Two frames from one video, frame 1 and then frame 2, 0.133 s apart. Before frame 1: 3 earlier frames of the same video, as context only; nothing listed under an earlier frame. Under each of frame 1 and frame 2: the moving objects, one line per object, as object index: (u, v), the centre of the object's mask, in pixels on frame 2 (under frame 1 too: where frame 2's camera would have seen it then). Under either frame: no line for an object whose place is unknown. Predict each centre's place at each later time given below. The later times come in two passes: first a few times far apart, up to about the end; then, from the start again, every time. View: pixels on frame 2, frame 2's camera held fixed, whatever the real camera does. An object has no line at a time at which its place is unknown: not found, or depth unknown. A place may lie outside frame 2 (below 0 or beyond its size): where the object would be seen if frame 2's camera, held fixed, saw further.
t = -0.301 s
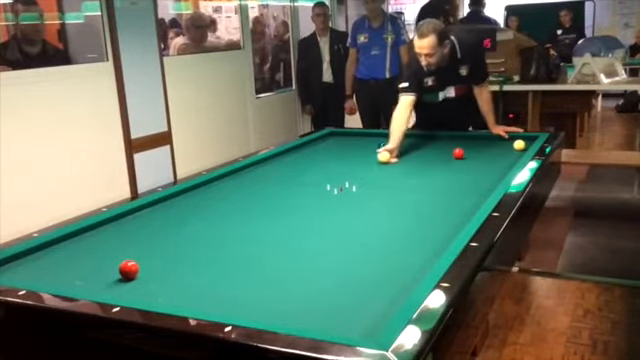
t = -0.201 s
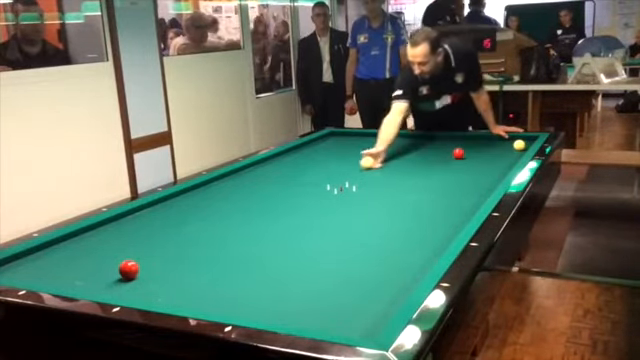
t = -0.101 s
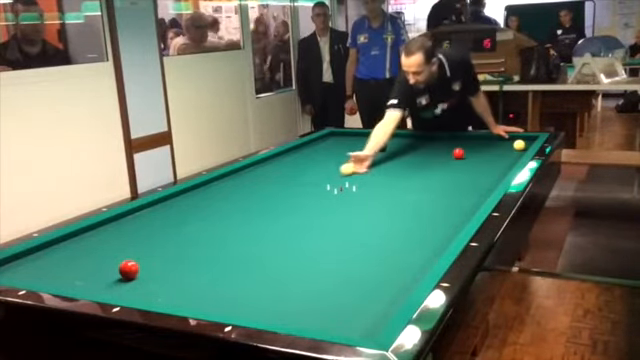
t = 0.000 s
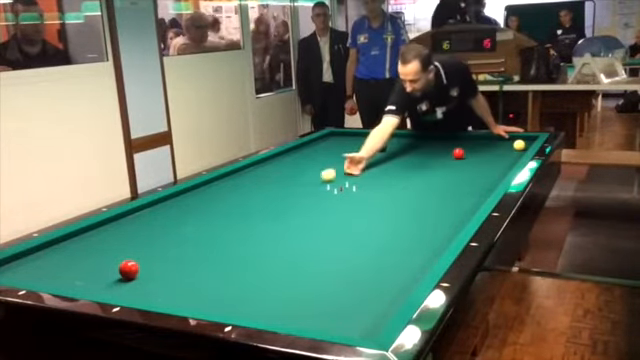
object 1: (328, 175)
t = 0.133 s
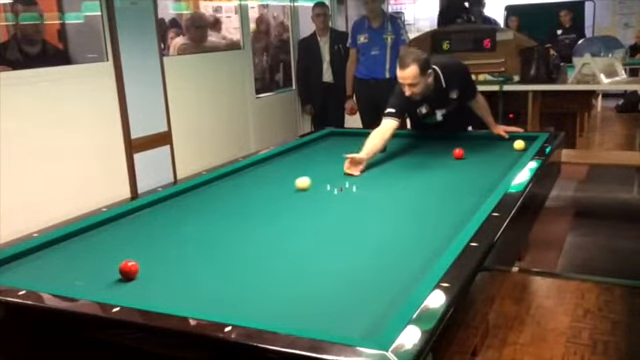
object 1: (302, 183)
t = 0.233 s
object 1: (283, 189)
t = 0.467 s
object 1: (235, 204)
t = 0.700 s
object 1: (178, 222)
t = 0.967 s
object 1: (99, 247)
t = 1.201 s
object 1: (17, 272)
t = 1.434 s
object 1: (42, 256)
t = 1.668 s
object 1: (68, 240)
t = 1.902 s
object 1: (92, 228)
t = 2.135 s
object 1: (120, 219)
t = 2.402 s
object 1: (149, 210)
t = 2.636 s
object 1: (173, 203)
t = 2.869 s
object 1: (193, 196)
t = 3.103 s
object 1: (213, 190)
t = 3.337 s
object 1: (230, 184)
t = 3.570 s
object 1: (247, 179)
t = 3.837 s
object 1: (264, 173)
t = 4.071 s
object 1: (278, 169)
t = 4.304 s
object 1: (290, 165)
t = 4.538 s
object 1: (302, 161)
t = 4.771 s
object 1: (314, 158)
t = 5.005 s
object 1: (324, 155)
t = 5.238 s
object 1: (334, 152)
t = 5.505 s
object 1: (344, 148)
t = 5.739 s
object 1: (353, 146)
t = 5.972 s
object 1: (361, 143)
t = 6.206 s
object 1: (368, 141)
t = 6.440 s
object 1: (375, 138)
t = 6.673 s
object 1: (382, 137)
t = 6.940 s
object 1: (389, 134)
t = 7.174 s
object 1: (390, 134)
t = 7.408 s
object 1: (390, 135)
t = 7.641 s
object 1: (390, 136)
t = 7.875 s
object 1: (389, 138)
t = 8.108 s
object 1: (389, 139)
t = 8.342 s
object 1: (389, 139)
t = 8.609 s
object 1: (388, 140)
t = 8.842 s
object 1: (388, 141)
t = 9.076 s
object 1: (388, 141)
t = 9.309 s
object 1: (388, 142)
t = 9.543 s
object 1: (388, 143)
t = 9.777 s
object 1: (388, 143)
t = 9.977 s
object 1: (388, 143)
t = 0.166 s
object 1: (296, 185)
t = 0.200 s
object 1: (290, 187)
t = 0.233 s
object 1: (283, 189)
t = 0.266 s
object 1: (277, 191)
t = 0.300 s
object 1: (270, 193)
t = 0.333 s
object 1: (263, 195)
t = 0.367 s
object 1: (257, 198)
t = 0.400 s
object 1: (250, 200)
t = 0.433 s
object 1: (243, 202)
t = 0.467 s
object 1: (235, 204)
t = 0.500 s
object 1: (227, 207)
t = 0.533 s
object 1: (219, 209)
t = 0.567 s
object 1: (212, 212)
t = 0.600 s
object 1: (203, 214)
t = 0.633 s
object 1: (195, 217)
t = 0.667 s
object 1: (187, 220)
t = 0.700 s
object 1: (178, 222)
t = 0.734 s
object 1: (168, 225)
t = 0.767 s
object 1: (160, 228)
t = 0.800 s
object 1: (150, 231)
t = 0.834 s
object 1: (140, 234)
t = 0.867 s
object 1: (130, 237)
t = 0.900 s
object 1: (120, 240)
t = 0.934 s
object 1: (110, 244)
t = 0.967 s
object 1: (99, 247)
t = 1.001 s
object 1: (88, 250)
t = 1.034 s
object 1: (77, 254)
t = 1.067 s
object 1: (66, 257)
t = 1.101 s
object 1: (53, 261)
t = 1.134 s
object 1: (42, 265)
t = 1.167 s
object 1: (29, 269)
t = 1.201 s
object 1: (17, 272)
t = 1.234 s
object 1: (8, 274)
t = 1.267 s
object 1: (12, 271)
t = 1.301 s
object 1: (19, 269)
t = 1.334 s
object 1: (26, 265)
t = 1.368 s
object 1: (32, 262)
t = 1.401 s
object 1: (38, 259)
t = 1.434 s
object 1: (42, 256)
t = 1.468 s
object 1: (47, 253)
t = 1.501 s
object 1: (51, 251)
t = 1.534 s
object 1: (55, 248)
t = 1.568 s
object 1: (59, 246)
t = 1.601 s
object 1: (62, 244)
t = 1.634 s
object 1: (65, 242)
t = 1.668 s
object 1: (68, 240)
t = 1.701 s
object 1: (71, 238)
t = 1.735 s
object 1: (74, 236)
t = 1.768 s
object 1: (77, 234)
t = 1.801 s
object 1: (80, 232)
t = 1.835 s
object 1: (83, 231)
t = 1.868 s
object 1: (87, 230)
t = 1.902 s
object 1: (92, 228)
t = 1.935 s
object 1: (96, 227)
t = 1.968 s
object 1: (100, 225)
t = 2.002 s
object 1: (104, 224)
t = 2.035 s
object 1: (108, 223)
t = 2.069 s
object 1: (112, 221)
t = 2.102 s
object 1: (116, 220)
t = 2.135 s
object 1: (120, 219)
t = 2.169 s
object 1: (124, 218)
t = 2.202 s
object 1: (128, 217)
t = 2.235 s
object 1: (132, 215)
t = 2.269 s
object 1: (135, 214)
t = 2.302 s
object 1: (139, 213)
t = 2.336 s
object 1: (142, 212)
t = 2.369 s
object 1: (146, 211)
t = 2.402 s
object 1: (149, 210)
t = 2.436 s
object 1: (153, 209)
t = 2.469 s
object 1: (156, 208)
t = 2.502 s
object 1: (160, 207)
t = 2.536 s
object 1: (163, 205)
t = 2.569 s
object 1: (166, 204)
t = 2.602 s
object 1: (169, 203)
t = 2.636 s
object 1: (173, 203)
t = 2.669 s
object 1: (176, 201)
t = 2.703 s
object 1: (179, 201)
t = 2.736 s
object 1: (182, 199)
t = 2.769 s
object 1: (185, 198)
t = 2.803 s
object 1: (188, 198)
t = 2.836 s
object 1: (191, 197)
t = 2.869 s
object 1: (193, 196)
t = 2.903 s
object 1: (196, 195)
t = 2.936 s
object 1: (199, 194)
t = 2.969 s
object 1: (202, 193)
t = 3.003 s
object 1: (205, 192)
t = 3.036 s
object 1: (208, 191)
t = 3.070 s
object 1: (210, 190)
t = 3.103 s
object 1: (213, 190)
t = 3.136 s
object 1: (216, 189)
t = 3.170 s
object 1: (218, 188)
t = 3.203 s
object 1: (221, 187)
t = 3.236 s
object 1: (223, 186)
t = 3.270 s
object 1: (225, 185)
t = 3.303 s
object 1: (228, 185)
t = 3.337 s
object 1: (230, 184)
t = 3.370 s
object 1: (233, 183)
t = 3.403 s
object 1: (235, 182)
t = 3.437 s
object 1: (238, 182)
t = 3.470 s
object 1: (240, 181)
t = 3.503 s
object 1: (242, 180)
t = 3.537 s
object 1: (244, 180)
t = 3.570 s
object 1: (247, 179)
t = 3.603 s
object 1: (249, 178)
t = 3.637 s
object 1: (251, 177)
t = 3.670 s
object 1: (253, 177)
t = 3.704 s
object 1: (255, 176)
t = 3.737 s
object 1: (258, 175)
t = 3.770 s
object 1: (260, 175)
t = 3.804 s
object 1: (262, 174)
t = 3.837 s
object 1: (264, 173)
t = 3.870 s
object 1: (266, 173)
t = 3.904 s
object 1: (268, 172)
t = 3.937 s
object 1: (270, 171)
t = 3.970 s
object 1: (272, 171)
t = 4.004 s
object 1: (274, 170)
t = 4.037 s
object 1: (276, 170)
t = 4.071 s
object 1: (278, 169)
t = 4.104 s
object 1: (279, 169)
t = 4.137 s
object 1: (281, 168)
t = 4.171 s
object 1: (283, 167)
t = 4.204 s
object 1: (285, 167)
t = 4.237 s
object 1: (287, 166)
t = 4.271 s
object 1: (289, 166)
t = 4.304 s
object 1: (290, 165)
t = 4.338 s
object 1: (292, 164)
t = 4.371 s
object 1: (294, 164)
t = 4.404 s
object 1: (295, 163)
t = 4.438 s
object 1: (297, 163)
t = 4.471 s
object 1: (299, 162)
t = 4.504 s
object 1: (301, 162)
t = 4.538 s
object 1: (302, 161)
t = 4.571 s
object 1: (304, 161)
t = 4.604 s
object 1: (306, 160)
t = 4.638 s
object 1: (307, 160)
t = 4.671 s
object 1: (309, 159)
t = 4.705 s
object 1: (310, 159)
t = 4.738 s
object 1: (312, 158)
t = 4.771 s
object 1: (314, 158)
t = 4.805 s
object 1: (315, 157)
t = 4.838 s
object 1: (317, 157)
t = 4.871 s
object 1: (318, 156)
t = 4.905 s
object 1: (320, 156)
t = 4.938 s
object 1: (321, 155)
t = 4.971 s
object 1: (323, 155)
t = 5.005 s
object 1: (324, 155)
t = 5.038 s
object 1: (325, 154)
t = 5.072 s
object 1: (327, 154)
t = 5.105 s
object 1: (328, 153)
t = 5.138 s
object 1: (330, 153)
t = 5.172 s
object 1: (331, 152)
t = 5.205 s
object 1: (333, 152)
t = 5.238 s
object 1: (334, 152)
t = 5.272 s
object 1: (335, 151)
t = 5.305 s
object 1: (337, 151)
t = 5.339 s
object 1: (338, 150)
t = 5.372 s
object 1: (339, 150)
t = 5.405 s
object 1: (340, 149)
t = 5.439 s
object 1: (342, 149)
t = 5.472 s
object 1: (343, 149)
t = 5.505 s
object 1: (344, 148)
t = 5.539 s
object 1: (346, 148)
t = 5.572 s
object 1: (347, 148)
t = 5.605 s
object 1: (348, 147)
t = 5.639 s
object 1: (349, 147)
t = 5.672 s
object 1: (350, 146)
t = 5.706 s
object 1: (352, 146)
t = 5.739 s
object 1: (353, 146)
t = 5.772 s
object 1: (354, 145)
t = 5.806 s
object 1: (355, 145)
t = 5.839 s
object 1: (357, 144)
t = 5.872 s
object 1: (358, 144)
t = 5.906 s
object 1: (359, 144)
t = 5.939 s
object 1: (360, 143)
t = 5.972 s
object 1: (361, 143)
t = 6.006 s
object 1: (362, 143)
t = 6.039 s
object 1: (363, 142)
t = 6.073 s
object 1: (364, 142)
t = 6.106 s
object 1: (365, 142)
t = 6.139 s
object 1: (366, 141)
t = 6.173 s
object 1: (367, 141)
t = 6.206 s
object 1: (368, 141)
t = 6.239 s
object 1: (369, 140)
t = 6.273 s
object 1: (370, 140)
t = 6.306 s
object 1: (371, 140)
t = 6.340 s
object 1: (372, 139)
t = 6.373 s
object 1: (374, 139)
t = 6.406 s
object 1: (375, 139)
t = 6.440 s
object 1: (375, 138)
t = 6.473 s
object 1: (376, 138)
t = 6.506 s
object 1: (377, 138)
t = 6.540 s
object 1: (378, 138)
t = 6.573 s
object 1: (379, 137)
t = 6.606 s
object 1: (380, 137)
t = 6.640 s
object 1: (381, 137)
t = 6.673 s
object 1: (382, 137)
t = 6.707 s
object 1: (383, 136)
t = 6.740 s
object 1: (384, 136)
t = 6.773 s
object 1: (384, 136)
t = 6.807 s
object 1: (385, 136)
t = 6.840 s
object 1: (386, 135)
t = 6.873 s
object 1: (387, 135)
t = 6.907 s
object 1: (388, 134)
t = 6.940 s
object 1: (389, 134)
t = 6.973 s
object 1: (390, 134)
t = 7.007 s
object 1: (391, 134)
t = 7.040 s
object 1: (391, 134)
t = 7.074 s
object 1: (391, 134)
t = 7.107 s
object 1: (390, 134)
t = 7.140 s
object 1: (390, 134)
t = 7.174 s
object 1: (390, 134)
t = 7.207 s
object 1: (390, 134)
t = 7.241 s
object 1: (390, 134)
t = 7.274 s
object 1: (390, 135)
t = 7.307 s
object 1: (390, 135)
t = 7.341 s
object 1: (390, 135)
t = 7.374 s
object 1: (390, 135)
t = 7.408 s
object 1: (390, 135)
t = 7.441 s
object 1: (390, 135)
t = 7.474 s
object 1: (390, 136)
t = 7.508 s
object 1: (390, 136)
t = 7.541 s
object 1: (390, 136)
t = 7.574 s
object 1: (390, 136)
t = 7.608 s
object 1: (390, 136)
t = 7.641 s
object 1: (390, 136)
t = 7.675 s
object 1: (389, 137)
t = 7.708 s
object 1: (389, 137)
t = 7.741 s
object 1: (389, 137)
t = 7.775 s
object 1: (389, 137)
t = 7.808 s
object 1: (389, 138)
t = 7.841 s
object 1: (389, 138)
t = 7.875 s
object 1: (389, 138)
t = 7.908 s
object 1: (389, 138)
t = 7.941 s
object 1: (389, 138)
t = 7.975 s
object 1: (389, 138)
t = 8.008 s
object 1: (389, 138)
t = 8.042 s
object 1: (389, 138)
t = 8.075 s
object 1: (389, 139)
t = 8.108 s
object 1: (389, 139)
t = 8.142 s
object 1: (389, 139)
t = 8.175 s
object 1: (389, 139)
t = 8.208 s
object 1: (389, 139)
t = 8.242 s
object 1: (389, 139)
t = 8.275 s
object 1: (389, 139)
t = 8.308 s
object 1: (389, 139)
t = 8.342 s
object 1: (389, 139)
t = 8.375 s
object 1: (388, 140)
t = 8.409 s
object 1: (388, 140)
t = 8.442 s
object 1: (388, 140)
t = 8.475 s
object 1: (388, 140)
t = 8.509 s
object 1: (388, 140)
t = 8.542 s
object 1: (388, 140)
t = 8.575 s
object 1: (388, 140)
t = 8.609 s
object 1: (388, 140)
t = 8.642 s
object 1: (388, 140)
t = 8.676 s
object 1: (388, 141)
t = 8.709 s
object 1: (388, 141)
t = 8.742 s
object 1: (388, 141)
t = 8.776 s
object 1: (388, 141)
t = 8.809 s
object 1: (388, 141)
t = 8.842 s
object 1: (388, 141)
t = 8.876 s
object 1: (388, 141)
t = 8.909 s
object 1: (388, 141)
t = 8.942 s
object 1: (388, 141)
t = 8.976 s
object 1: (388, 141)
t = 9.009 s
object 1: (388, 141)
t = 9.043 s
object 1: (388, 141)
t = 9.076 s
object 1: (388, 141)
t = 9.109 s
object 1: (388, 141)
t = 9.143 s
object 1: (388, 141)
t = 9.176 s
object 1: (388, 142)
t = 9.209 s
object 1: (388, 142)
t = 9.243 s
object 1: (388, 142)
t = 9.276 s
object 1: (388, 142)
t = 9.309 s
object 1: (388, 142)
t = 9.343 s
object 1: (388, 142)
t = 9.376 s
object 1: (388, 142)
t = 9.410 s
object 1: (388, 142)
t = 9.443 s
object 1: (388, 142)
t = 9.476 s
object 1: (388, 142)
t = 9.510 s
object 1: (388, 143)
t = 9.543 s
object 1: (388, 143)
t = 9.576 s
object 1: (388, 143)
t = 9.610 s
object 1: (388, 143)
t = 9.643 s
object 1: (388, 142)
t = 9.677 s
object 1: (388, 142)
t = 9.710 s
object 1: (388, 143)
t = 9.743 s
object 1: (388, 143)
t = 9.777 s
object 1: (388, 143)
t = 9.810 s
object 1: (388, 143)
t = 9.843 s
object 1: (388, 143)
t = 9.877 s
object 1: (388, 143)
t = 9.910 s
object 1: (388, 143)
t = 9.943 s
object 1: (388, 143)
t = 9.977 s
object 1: (388, 143)
